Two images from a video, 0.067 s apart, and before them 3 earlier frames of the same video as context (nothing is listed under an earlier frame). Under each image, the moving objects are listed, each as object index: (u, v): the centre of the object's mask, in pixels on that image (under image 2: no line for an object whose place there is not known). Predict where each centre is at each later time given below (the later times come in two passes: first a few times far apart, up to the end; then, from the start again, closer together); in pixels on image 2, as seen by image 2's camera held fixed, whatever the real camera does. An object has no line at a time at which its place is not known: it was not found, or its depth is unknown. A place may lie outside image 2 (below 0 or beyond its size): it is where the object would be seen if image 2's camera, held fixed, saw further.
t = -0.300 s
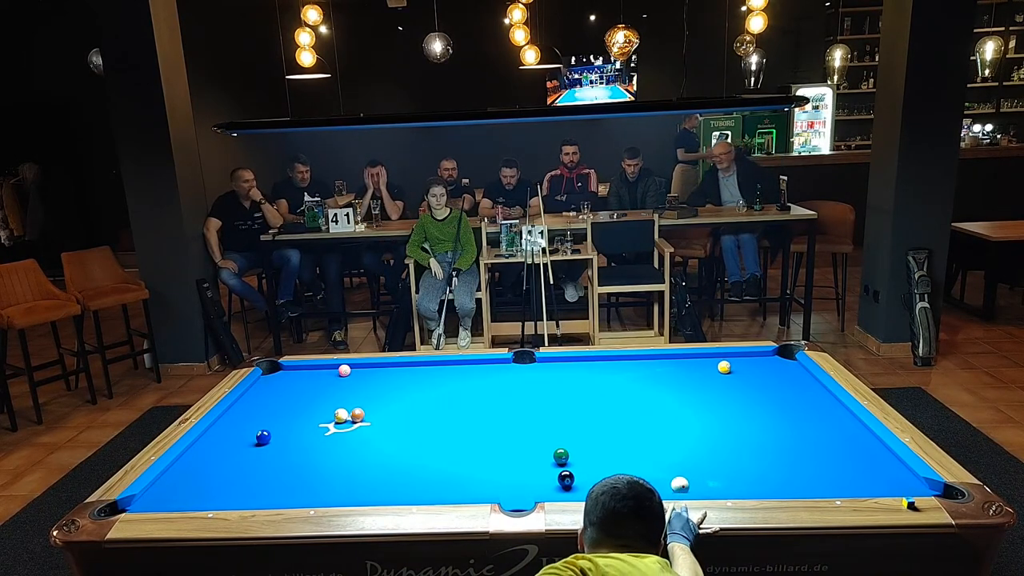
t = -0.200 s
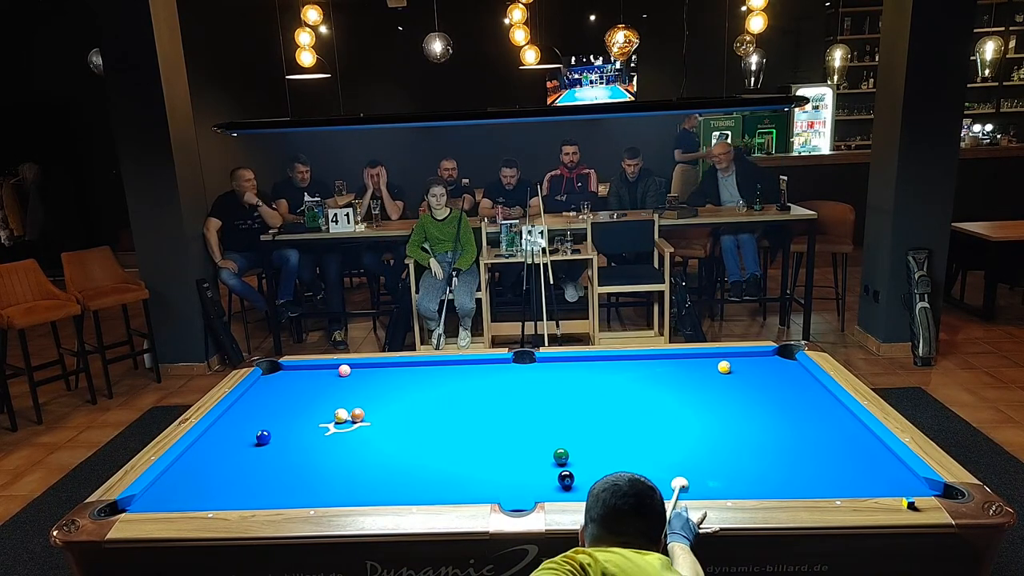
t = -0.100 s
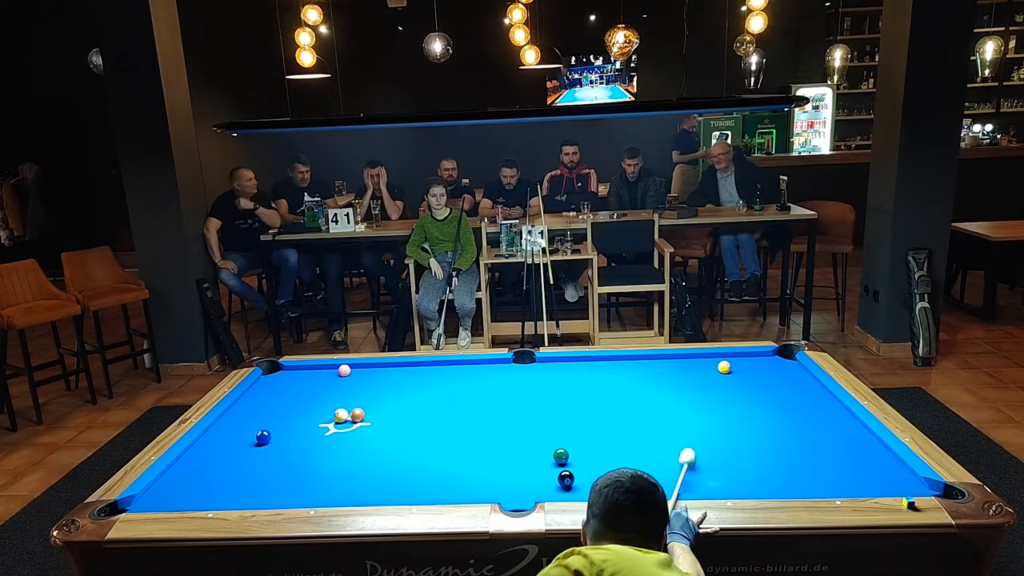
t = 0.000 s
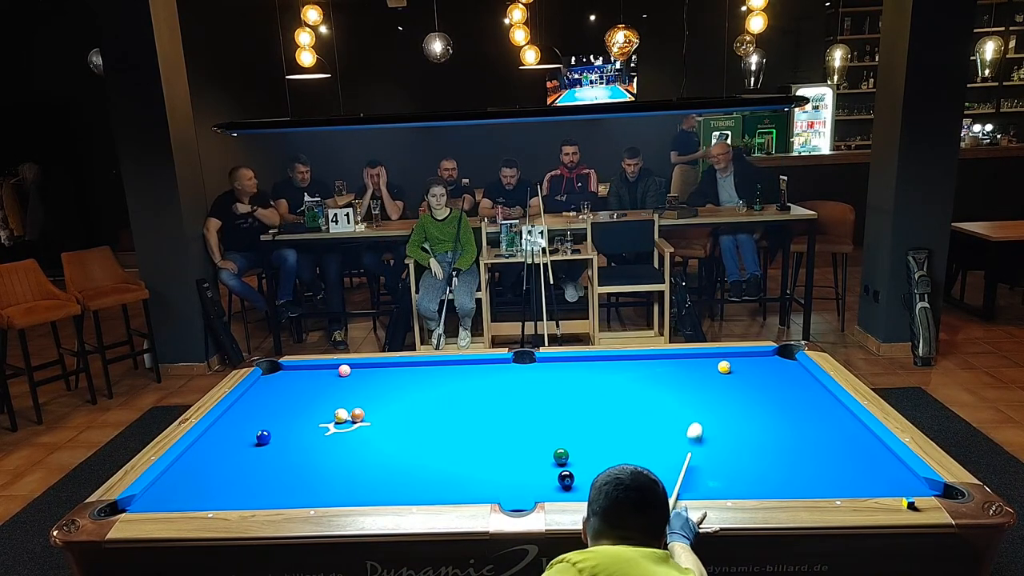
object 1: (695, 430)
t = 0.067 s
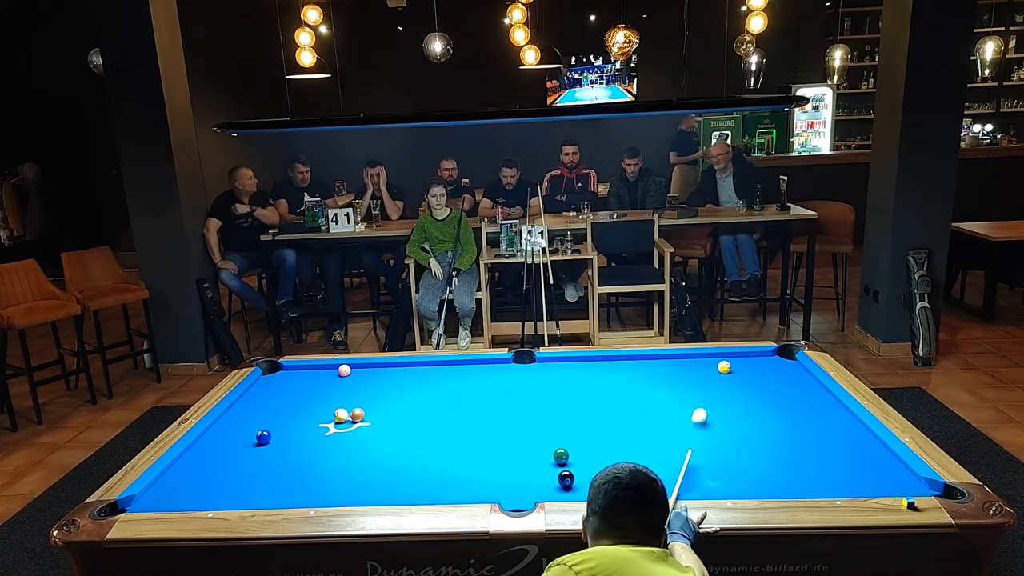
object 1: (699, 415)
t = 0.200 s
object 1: (706, 388)
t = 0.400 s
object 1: (700, 360)
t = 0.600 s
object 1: (695, 367)
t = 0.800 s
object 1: (695, 380)
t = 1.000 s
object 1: (695, 395)
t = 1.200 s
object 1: (698, 410)
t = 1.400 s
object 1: (698, 427)
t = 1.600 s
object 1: (699, 445)
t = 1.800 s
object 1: (701, 465)
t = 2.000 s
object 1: (701, 484)
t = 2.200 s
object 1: (694, 481)
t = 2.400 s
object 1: (686, 470)
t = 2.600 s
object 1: (679, 461)
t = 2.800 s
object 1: (673, 452)
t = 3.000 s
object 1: (667, 444)
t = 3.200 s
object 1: (661, 437)
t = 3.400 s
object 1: (656, 431)
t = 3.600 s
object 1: (652, 425)
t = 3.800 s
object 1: (648, 420)
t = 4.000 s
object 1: (643, 415)
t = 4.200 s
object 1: (640, 411)
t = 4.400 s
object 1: (638, 407)
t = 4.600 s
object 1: (635, 404)
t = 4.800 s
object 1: (632, 401)
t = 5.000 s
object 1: (630, 398)
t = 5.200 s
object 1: (628, 396)
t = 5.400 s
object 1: (626, 394)
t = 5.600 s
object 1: (624, 392)
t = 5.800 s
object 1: (623, 391)
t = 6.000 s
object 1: (621, 389)
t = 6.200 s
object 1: (620, 389)
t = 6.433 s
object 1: (620, 388)
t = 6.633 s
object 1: (619, 388)
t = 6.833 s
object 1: (619, 388)
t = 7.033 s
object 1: (619, 387)
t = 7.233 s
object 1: (619, 387)
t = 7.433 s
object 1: (619, 388)
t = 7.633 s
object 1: (619, 388)
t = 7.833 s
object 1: (619, 388)
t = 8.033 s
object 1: (619, 388)
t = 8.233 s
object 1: (619, 388)
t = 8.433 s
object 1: (619, 388)
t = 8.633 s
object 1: (619, 388)
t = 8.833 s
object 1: (619, 388)
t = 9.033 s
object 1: (619, 388)
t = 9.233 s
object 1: (619, 388)
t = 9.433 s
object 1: (619, 388)
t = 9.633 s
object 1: (619, 388)
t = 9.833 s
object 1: (619, 388)
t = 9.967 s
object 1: (619, 388)
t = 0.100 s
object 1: (699, 406)
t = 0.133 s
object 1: (701, 401)
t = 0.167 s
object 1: (704, 395)
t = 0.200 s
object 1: (706, 388)
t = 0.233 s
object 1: (708, 383)
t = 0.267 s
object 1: (710, 377)
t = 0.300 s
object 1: (712, 372)
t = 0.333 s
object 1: (711, 367)
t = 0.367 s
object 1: (706, 364)
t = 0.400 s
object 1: (700, 360)
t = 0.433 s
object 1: (696, 356)
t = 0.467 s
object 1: (694, 356)
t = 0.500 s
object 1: (694, 359)
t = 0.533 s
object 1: (694, 362)
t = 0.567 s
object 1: (695, 364)
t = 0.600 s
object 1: (695, 367)
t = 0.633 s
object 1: (695, 369)
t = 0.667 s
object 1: (695, 371)
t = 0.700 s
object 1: (695, 373)
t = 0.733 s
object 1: (695, 375)
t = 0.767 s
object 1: (695, 377)
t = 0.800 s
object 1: (695, 380)
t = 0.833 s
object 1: (696, 382)
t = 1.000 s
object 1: (695, 395)
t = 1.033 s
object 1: (696, 397)
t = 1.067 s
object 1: (697, 399)
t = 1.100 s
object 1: (697, 402)
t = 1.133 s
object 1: (697, 404)
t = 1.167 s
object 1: (698, 407)
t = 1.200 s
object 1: (698, 410)
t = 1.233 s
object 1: (697, 412)
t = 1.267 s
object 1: (696, 415)
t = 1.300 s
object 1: (698, 418)
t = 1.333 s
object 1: (698, 421)
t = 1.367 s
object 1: (698, 424)
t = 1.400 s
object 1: (698, 427)
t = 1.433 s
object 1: (698, 429)
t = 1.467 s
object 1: (699, 432)
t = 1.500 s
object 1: (699, 435)
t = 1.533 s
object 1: (699, 439)
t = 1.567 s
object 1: (699, 442)
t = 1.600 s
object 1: (699, 445)
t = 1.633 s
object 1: (700, 448)
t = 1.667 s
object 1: (700, 452)
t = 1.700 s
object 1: (700, 455)
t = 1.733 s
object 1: (700, 458)
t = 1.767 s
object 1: (700, 462)
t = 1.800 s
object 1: (701, 465)
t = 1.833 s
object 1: (701, 468)
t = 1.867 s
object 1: (701, 472)
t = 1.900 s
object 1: (701, 476)
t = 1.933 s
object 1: (701, 479)
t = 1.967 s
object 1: (701, 482)
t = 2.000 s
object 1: (701, 484)
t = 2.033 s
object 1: (701, 486)
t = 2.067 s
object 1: (700, 486)
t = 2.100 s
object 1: (698, 484)
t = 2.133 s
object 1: (697, 483)
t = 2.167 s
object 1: (696, 482)
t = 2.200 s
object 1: (694, 481)
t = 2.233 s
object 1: (693, 479)
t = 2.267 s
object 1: (692, 477)
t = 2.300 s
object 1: (690, 476)
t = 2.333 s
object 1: (689, 474)
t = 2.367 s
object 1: (688, 472)
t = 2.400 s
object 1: (686, 470)
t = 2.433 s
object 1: (685, 468)
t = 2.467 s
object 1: (684, 467)
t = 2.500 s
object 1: (683, 465)
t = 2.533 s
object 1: (682, 464)
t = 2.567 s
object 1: (680, 462)
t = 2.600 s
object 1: (679, 461)
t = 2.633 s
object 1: (678, 459)
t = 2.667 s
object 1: (677, 458)
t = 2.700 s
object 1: (676, 456)
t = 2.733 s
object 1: (675, 455)
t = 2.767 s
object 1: (674, 453)
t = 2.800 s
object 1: (673, 452)
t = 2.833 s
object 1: (672, 451)
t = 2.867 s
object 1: (671, 449)
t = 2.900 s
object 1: (670, 448)
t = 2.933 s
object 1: (669, 447)
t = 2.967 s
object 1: (668, 446)
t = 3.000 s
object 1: (667, 444)
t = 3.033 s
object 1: (666, 443)
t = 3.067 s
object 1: (665, 442)
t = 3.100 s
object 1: (664, 441)
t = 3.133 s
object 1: (663, 439)
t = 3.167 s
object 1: (662, 438)
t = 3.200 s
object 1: (661, 437)
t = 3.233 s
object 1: (660, 436)
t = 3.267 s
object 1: (660, 435)
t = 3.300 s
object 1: (659, 434)
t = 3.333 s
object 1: (658, 433)
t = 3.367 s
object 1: (657, 432)
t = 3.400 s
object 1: (656, 431)
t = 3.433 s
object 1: (656, 430)
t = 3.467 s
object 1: (655, 429)
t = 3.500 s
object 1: (654, 428)
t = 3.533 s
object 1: (653, 427)
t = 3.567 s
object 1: (653, 426)
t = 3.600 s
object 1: (652, 425)
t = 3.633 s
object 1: (651, 424)
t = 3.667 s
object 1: (650, 423)
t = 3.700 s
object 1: (650, 422)
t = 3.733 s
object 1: (649, 422)
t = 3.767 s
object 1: (648, 421)
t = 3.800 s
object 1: (648, 420)
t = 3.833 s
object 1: (647, 419)
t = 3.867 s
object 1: (646, 418)
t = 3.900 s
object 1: (645, 418)
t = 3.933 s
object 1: (645, 417)
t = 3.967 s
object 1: (644, 416)
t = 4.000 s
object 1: (643, 415)
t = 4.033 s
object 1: (643, 415)
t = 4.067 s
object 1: (643, 414)
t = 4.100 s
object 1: (642, 413)
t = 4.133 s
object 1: (641, 412)
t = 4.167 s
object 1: (641, 412)
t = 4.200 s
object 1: (640, 411)
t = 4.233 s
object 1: (640, 410)
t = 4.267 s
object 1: (639, 409)
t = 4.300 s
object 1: (639, 409)
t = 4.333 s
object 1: (639, 408)
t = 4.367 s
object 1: (638, 408)
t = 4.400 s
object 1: (638, 407)
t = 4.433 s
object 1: (637, 406)
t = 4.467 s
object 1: (637, 406)
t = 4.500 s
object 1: (636, 405)
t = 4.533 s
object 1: (636, 405)
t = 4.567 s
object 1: (635, 404)
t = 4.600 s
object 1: (635, 404)
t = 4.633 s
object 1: (635, 403)
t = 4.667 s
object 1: (634, 403)
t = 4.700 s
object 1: (634, 402)
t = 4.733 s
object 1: (633, 402)
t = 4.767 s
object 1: (633, 401)
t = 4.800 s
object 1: (632, 401)
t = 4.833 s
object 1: (632, 400)
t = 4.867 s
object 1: (632, 400)
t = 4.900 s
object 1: (631, 399)
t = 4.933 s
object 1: (631, 399)
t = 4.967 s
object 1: (630, 398)
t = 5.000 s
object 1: (630, 398)
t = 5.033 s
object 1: (630, 398)
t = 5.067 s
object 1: (629, 397)
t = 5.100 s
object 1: (629, 397)
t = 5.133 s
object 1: (628, 397)
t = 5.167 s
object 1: (628, 396)
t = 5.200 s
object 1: (628, 396)
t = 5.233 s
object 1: (627, 395)
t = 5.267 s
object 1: (627, 395)
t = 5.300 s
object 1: (627, 395)
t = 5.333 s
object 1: (626, 394)
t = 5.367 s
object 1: (626, 394)
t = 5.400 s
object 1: (626, 394)
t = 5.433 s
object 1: (625, 393)
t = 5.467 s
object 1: (625, 393)
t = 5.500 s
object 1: (625, 393)
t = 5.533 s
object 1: (624, 393)
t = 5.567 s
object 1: (624, 392)
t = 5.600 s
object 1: (624, 392)
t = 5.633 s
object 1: (624, 392)
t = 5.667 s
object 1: (623, 392)
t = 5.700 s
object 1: (623, 391)
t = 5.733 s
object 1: (623, 391)
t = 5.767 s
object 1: (623, 391)
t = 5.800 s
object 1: (623, 391)
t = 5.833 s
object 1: (622, 391)
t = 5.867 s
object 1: (622, 390)
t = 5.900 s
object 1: (622, 390)
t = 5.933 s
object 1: (622, 390)
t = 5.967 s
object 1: (622, 390)
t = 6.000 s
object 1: (621, 389)
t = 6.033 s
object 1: (621, 389)
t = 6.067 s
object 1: (621, 389)
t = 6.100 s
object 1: (621, 389)
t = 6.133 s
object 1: (621, 389)
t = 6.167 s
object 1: (620, 389)
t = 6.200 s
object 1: (620, 389)
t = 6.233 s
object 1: (620, 389)
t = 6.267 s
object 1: (620, 388)
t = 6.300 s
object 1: (620, 388)
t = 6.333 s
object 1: (620, 388)
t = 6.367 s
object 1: (620, 388)
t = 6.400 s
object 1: (620, 388)
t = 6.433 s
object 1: (620, 388)
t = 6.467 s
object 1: (619, 388)
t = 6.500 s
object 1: (619, 388)
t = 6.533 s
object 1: (619, 388)
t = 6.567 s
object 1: (619, 388)
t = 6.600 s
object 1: (619, 388)
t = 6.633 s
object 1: (619, 388)
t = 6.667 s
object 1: (619, 388)
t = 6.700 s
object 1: (619, 388)
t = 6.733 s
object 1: (619, 388)
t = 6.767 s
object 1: (619, 388)
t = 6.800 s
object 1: (619, 388)
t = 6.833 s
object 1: (619, 388)
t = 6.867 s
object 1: (619, 388)
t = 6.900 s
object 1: (619, 388)
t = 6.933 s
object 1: (618, 387)
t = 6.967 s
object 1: (618, 388)
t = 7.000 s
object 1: (619, 387)
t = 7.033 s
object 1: (619, 387)
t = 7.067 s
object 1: (619, 387)
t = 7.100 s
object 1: (619, 387)
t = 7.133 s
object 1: (619, 387)
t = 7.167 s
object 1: (619, 387)
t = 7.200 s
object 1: (619, 387)
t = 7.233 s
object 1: (619, 387)
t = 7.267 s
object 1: (619, 387)
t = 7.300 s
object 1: (619, 387)
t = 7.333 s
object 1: (619, 387)
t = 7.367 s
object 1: (619, 387)
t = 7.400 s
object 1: (619, 387)
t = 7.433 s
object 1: (619, 388)
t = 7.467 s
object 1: (619, 388)
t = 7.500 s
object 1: (619, 388)
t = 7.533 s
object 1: (619, 388)
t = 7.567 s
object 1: (619, 388)
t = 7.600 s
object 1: (619, 388)
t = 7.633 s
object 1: (619, 388)
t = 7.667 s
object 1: (619, 388)
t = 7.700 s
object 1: (619, 388)
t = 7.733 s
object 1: (619, 388)
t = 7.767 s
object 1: (619, 388)
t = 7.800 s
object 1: (619, 388)
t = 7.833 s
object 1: (619, 388)
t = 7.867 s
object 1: (619, 388)
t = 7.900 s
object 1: (619, 388)
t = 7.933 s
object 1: (619, 387)
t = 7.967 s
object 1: (619, 387)
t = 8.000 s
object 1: (619, 388)
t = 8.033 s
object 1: (619, 388)
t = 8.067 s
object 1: (619, 388)
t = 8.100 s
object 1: (619, 388)
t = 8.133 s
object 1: (619, 388)
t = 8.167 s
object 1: (619, 388)
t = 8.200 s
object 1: (619, 388)
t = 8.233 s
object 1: (619, 388)
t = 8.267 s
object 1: (619, 388)
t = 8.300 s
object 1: (619, 388)
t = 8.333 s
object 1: (619, 388)
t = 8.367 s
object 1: (619, 388)
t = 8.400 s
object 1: (619, 388)
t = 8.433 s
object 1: (619, 388)
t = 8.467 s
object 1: (619, 388)
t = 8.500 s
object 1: (619, 388)
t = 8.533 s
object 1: (619, 388)
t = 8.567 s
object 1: (619, 388)
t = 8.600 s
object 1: (619, 388)
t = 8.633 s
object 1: (619, 388)
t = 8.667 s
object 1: (619, 388)
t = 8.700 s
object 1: (619, 388)
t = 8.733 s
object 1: (619, 388)
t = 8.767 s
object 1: (619, 388)
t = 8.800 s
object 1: (619, 388)
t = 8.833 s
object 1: (619, 388)
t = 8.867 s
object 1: (619, 388)
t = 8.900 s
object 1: (619, 388)
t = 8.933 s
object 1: (619, 388)
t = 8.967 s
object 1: (619, 388)
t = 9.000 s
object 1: (619, 388)
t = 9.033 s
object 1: (619, 388)
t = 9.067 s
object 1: (619, 388)
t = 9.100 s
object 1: (619, 388)
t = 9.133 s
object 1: (619, 388)
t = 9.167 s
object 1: (619, 387)
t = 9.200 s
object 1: (619, 388)
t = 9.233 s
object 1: (619, 388)
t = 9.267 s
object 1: (619, 388)
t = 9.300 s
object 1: (619, 388)
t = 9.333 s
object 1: (619, 388)
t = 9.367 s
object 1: (619, 388)
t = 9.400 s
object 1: (619, 388)
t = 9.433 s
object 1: (619, 388)
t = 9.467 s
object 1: (619, 388)
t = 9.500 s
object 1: (619, 388)
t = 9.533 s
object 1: (619, 388)
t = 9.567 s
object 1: (619, 388)
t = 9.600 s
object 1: (619, 388)
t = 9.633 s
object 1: (619, 388)
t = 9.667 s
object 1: (619, 388)
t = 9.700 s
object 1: (619, 388)
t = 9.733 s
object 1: (619, 388)
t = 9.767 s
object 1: (619, 388)
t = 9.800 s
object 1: (619, 388)
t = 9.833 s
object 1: (619, 388)
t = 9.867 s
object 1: (619, 388)
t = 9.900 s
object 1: (619, 388)
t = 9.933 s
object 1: (619, 388)
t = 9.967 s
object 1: (619, 388)
